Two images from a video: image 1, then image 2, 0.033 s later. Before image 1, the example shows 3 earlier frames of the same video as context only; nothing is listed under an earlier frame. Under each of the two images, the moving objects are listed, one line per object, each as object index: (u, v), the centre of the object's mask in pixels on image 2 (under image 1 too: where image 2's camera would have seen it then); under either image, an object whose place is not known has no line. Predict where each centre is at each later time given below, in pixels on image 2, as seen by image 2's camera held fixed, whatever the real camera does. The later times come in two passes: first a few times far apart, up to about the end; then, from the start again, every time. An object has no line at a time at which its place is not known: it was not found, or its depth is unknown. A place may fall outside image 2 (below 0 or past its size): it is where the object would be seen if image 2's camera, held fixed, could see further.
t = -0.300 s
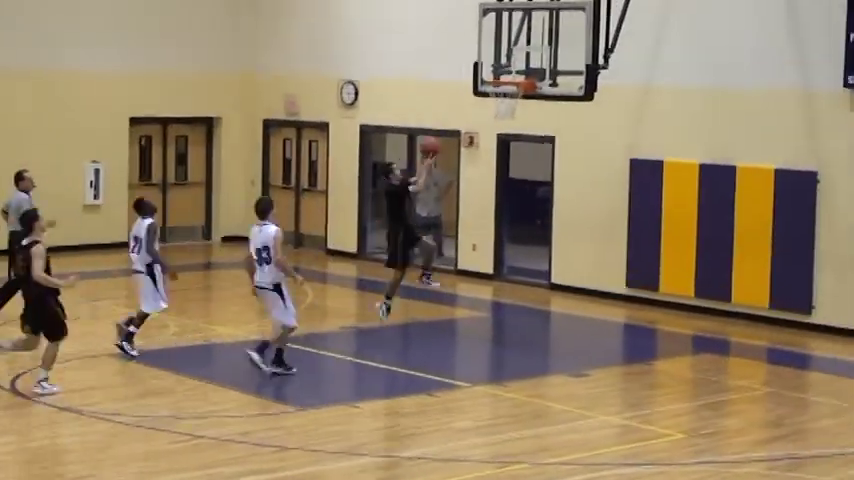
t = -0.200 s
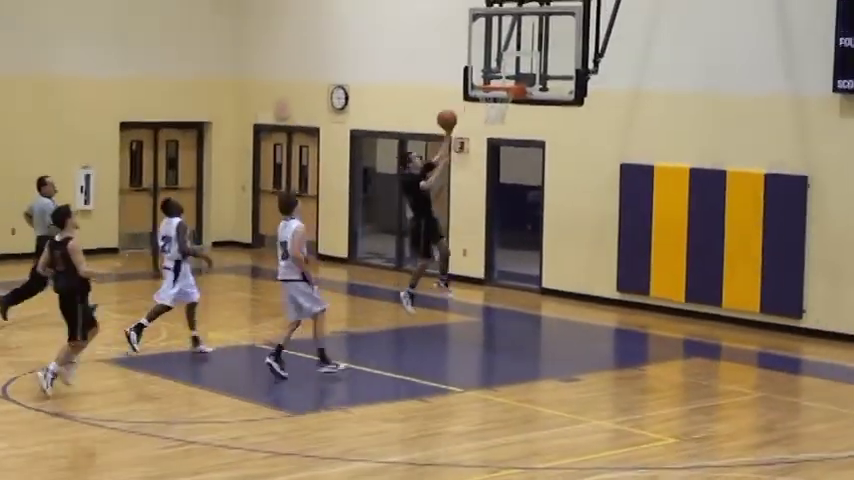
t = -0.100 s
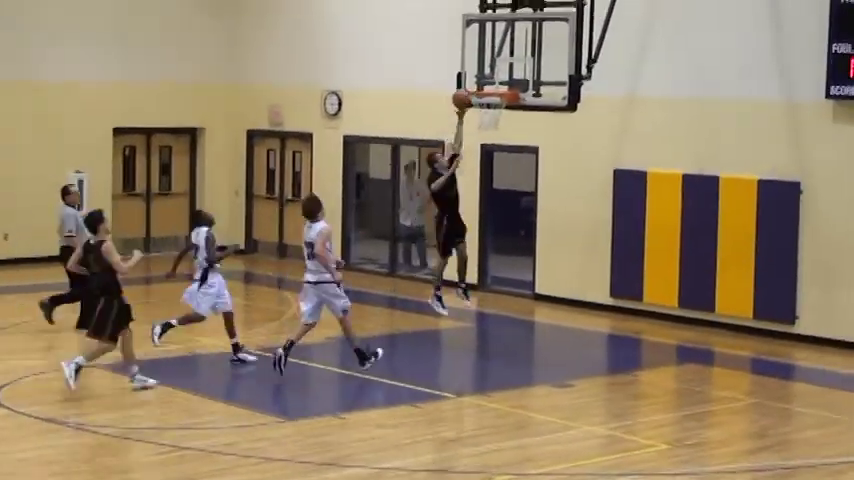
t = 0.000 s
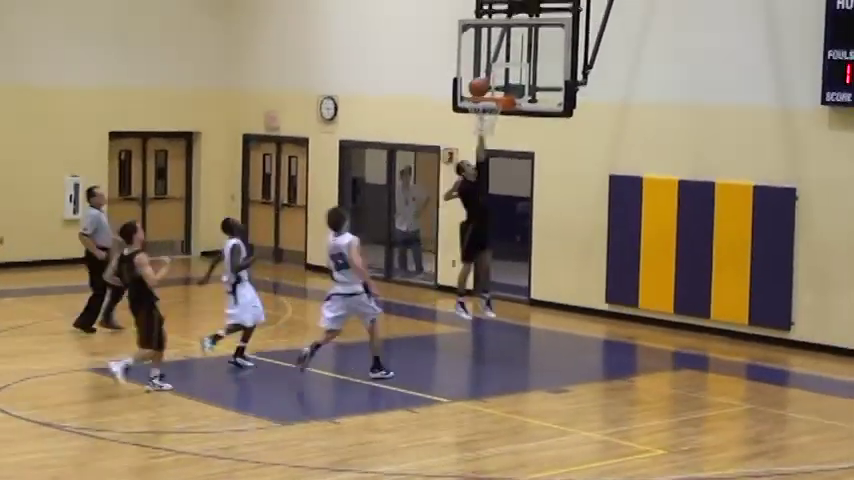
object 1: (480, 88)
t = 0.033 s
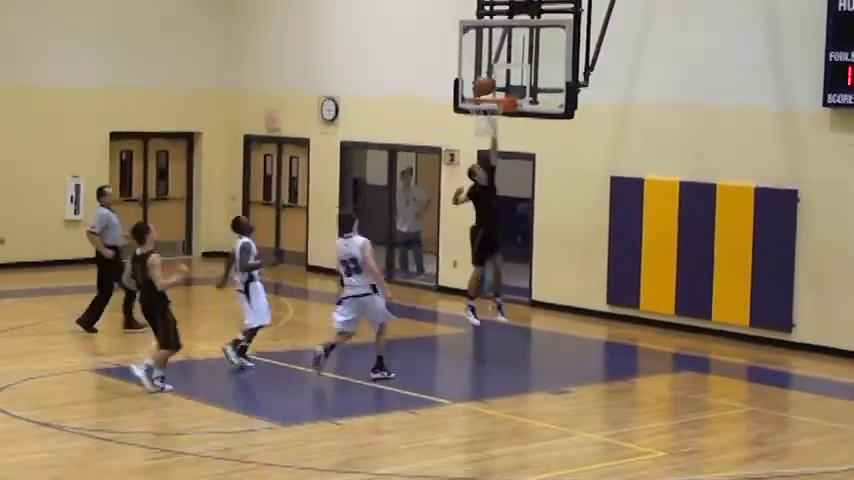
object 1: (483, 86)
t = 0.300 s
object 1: (479, 91)
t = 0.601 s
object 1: (497, 118)
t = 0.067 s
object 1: (482, 84)
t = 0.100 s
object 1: (482, 84)
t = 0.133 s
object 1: (482, 83)
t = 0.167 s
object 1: (481, 83)
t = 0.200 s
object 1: (479, 84)
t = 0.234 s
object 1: (480, 86)
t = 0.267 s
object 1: (480, 87)
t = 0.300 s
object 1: (479, 91)
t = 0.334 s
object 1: (480, 95)
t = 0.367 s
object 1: (483, 97)
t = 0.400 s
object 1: (489, 102)
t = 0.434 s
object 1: (491, 109)
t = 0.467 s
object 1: (495, 112)
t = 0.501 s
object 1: (498, 115)
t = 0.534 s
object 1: (499, 116)
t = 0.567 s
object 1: (497, 117)
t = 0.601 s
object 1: (497, 118)
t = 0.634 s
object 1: (495, 119)
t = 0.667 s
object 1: (494, 121)
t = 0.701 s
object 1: (492, 123)
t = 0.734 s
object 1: (490, 129)
